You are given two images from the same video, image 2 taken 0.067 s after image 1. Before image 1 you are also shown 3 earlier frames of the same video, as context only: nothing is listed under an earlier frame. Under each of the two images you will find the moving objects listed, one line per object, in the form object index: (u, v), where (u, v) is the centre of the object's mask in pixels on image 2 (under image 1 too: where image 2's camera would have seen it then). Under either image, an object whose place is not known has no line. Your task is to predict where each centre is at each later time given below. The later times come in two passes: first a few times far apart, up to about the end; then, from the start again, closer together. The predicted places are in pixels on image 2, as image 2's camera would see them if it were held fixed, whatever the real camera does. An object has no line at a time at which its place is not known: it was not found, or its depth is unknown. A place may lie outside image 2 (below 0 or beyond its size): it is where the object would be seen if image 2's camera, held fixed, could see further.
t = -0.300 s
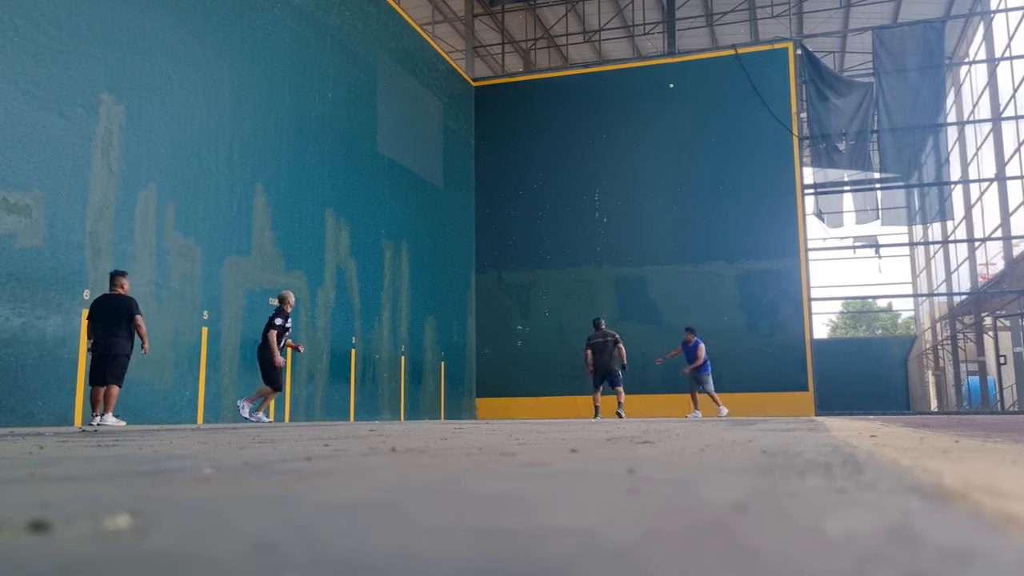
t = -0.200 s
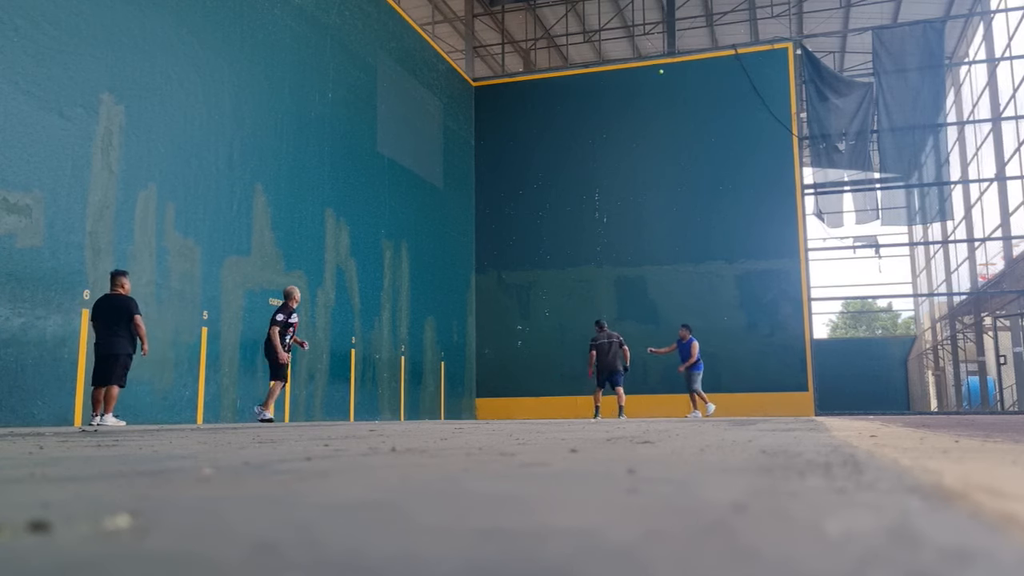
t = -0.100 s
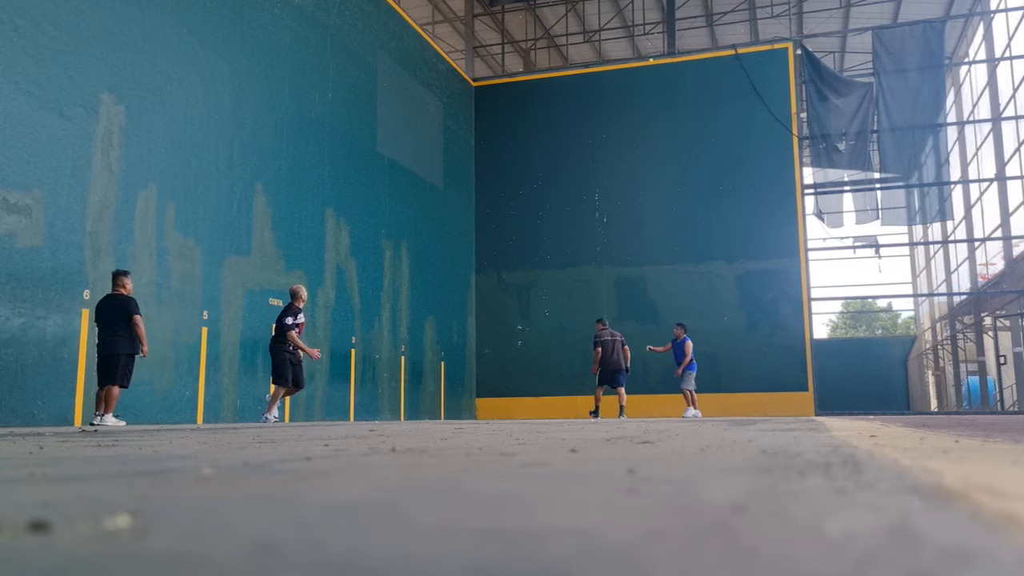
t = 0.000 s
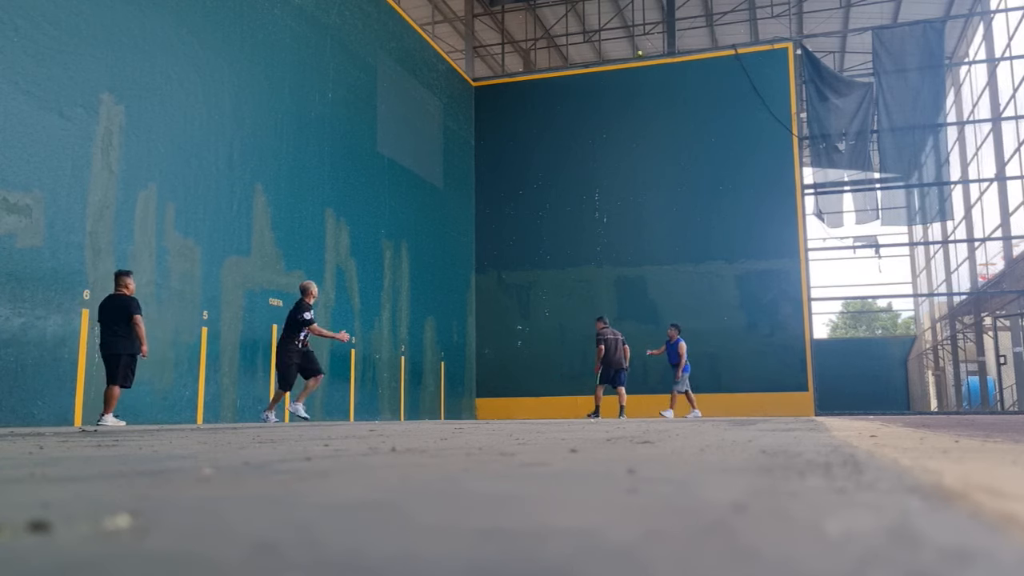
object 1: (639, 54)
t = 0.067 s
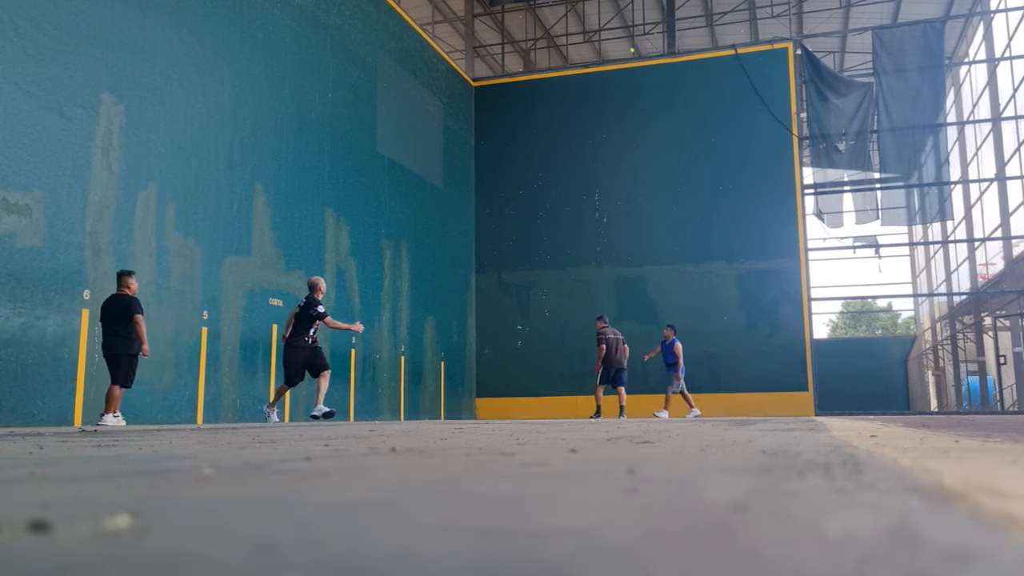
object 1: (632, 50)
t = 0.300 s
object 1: (600, 58)
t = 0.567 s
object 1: (554, 112)
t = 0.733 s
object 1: (517, 183)
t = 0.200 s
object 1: (615, 51)
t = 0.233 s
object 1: (609, 53)
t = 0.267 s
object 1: (605, 55)
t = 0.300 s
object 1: (600, 58)
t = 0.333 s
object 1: (595, 61)
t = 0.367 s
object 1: (590, 66)
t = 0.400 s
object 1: (585, 72)
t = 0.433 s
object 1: (579, 77)
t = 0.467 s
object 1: (573, 84)
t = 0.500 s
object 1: (567, 93)
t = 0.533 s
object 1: (561, 102)
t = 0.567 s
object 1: (554, 112)
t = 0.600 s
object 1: (547, 123)
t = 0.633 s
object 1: (540, 136)
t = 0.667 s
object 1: (532, 150)
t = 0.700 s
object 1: (524, 165)
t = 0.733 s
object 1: (517, 183)
